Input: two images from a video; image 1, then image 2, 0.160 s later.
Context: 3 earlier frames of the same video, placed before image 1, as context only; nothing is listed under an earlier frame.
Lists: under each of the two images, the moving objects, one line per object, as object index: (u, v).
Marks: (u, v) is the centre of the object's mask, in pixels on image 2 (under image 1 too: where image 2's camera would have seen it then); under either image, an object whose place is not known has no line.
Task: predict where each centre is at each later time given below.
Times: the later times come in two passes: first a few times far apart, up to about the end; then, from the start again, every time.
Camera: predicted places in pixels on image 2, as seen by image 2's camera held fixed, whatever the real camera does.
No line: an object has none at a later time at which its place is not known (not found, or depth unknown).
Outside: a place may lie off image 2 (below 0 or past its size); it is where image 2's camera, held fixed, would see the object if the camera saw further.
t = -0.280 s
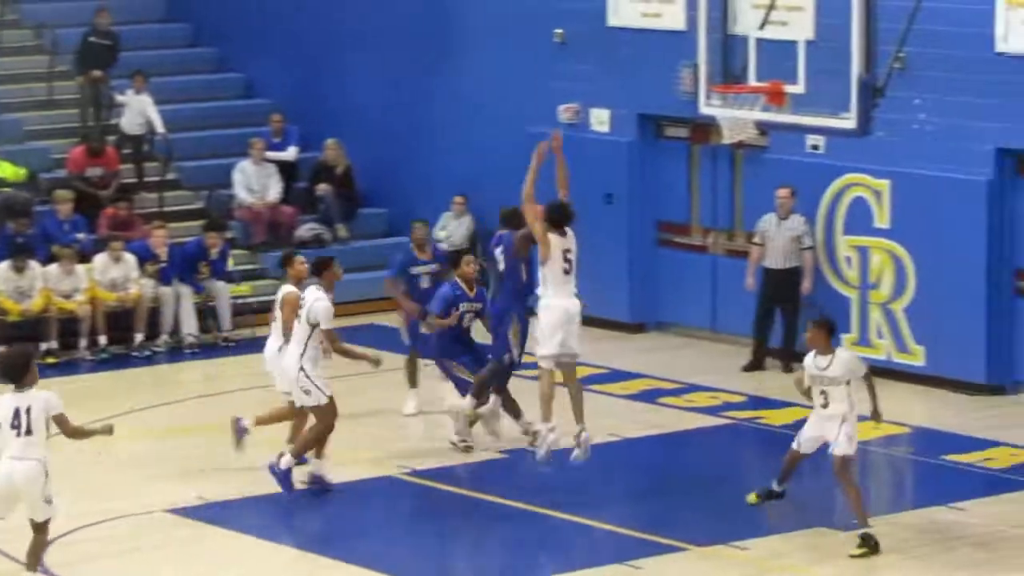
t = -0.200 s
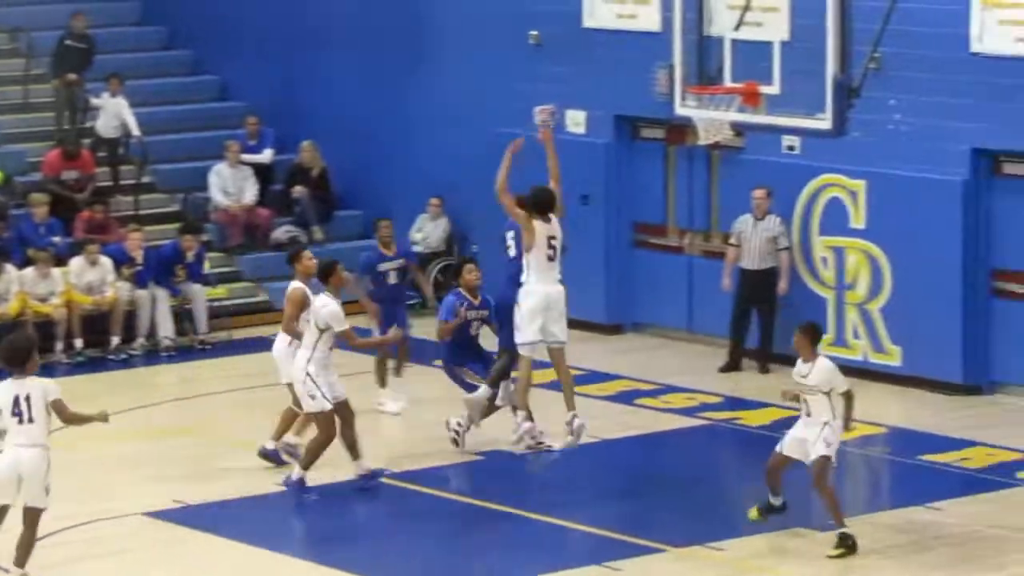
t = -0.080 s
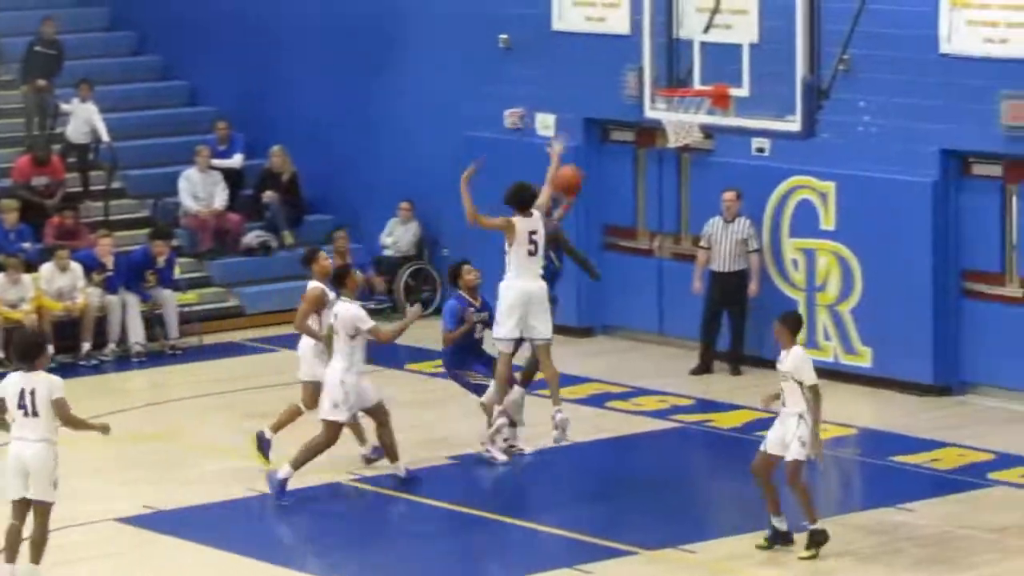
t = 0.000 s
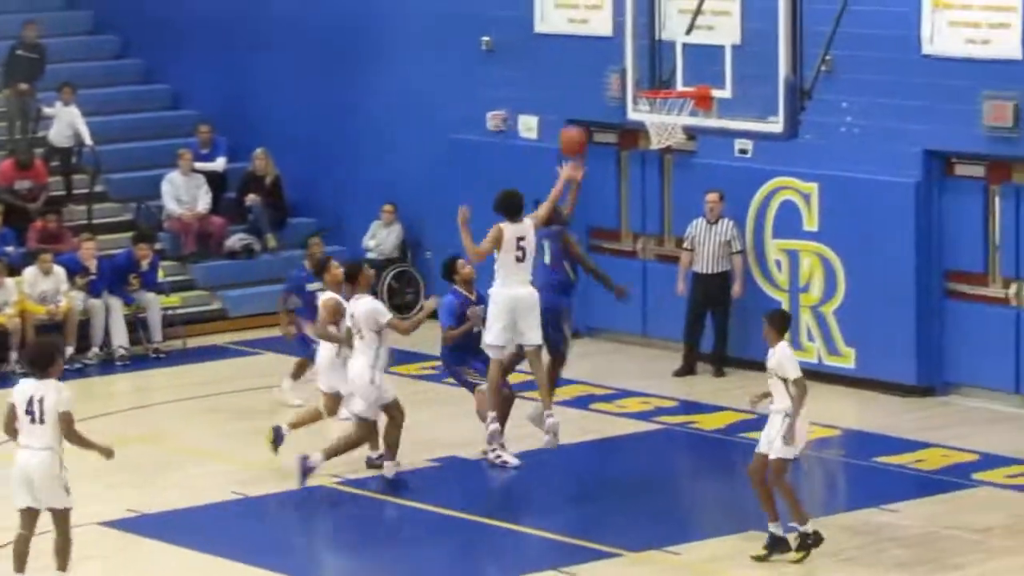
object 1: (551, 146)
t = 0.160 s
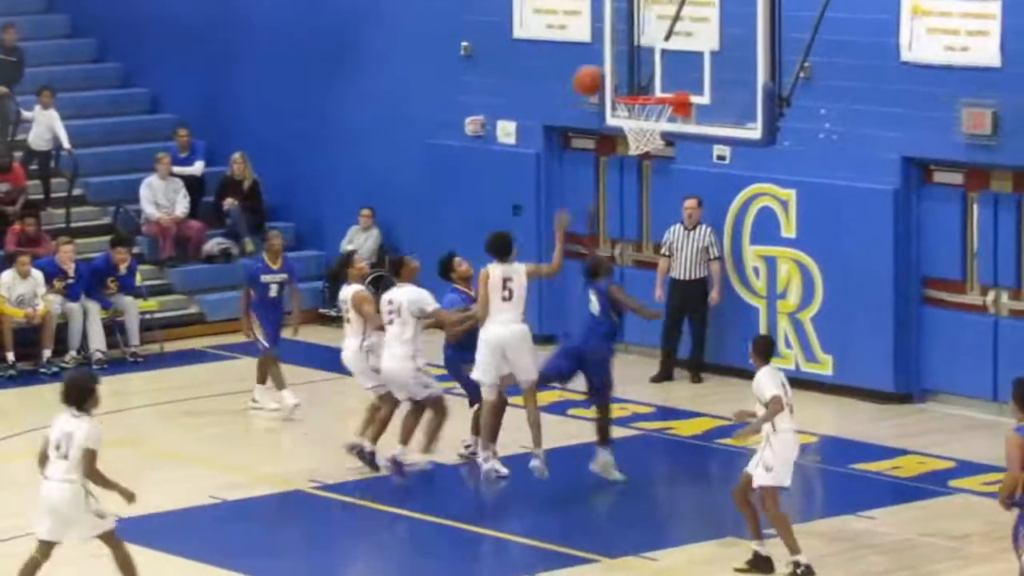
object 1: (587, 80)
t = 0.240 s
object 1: (606, 59)
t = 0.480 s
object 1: (653, 39)
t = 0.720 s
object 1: (645, 79)
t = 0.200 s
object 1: (598, 68)
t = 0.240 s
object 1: (606, 59)
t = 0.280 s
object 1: (616, 51)
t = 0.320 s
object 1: (625, 45)
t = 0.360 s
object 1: (635, 41)
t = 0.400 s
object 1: (645, 40)
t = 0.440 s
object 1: (653, 38)
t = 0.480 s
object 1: (653, 39)
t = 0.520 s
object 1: (652, 40)
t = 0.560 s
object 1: (651, 44)
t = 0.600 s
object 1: (649, 50)
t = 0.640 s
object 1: (648, 57)
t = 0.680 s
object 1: (647, 67)
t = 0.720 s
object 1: (645, 79)
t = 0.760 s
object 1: (645, 90)
